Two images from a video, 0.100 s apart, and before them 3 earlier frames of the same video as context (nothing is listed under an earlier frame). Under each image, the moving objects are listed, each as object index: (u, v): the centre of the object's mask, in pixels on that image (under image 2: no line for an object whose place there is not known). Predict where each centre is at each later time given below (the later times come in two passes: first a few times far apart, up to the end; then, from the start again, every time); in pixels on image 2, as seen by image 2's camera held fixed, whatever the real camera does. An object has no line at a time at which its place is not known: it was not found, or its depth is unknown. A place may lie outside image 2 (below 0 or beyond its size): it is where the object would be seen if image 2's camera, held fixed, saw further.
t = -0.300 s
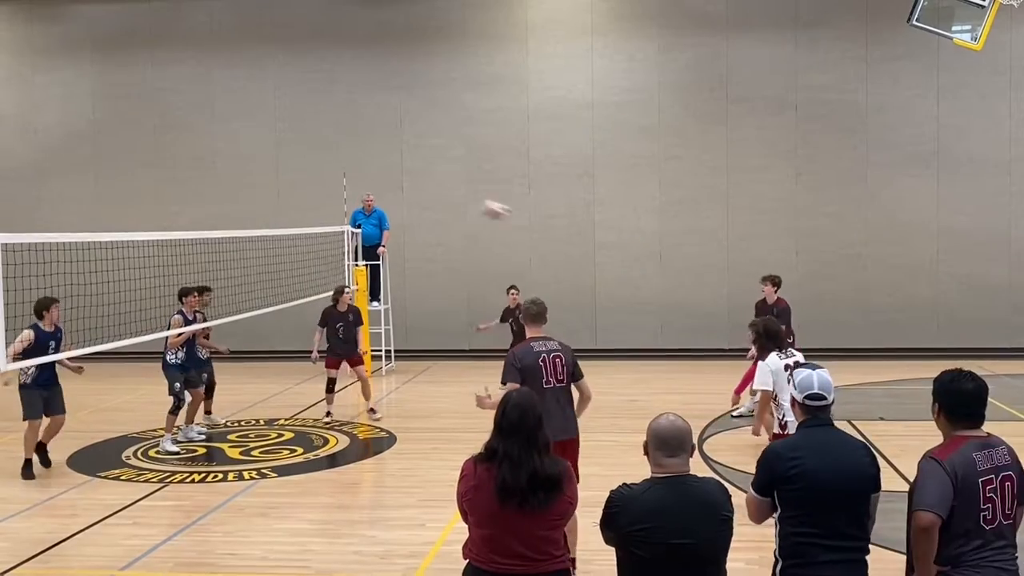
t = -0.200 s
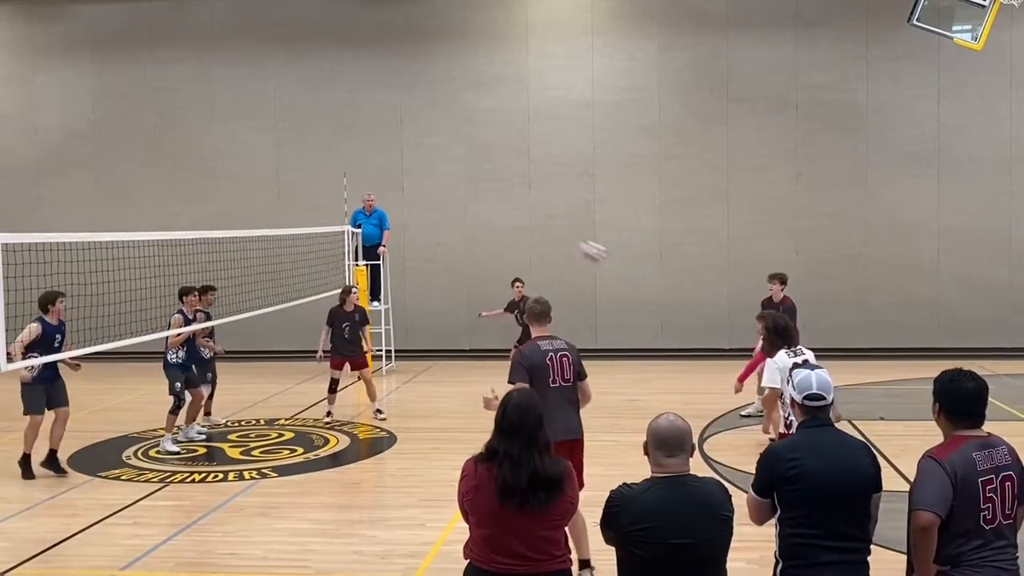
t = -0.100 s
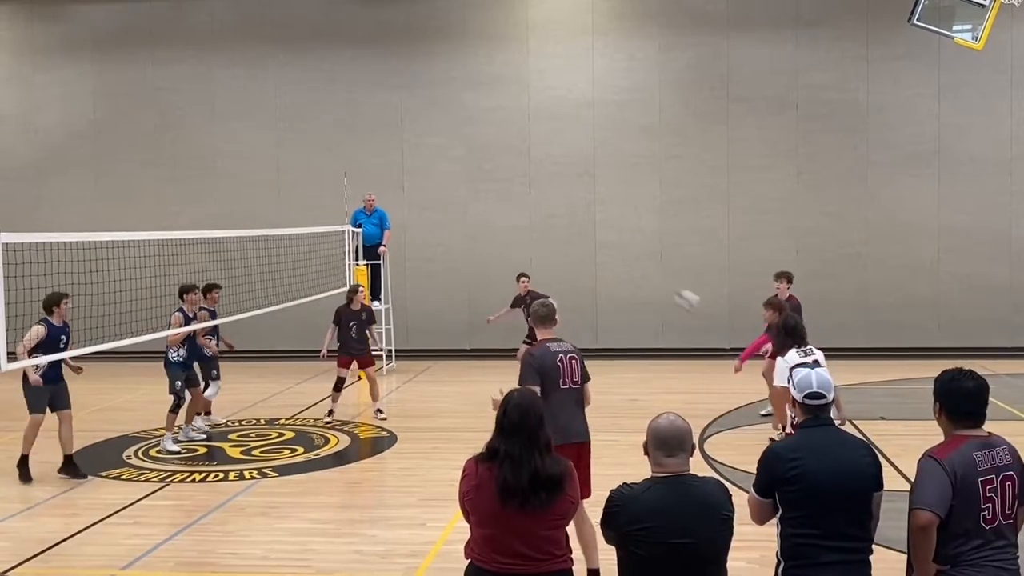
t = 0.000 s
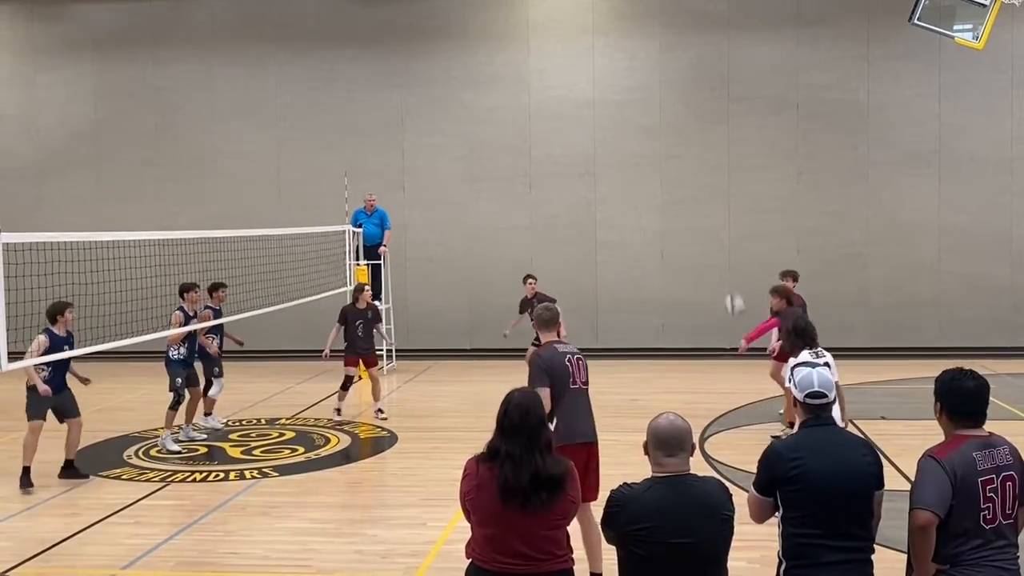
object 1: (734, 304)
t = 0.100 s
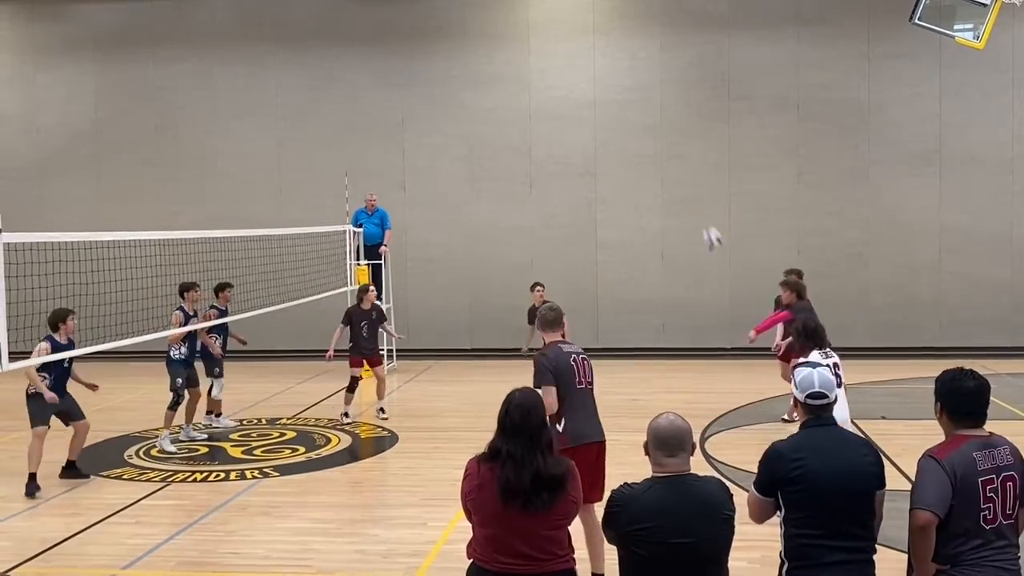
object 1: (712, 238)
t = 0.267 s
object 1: (673, 147)
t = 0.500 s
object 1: (621, 66)
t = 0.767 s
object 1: (566, 34)
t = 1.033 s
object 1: (511, 65)
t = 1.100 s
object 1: (498, 82)
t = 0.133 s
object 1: (704, 218)
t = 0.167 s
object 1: (696, 199)
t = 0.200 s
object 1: (688, 181)
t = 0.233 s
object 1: (681, 163)
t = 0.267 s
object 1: (673, 147)
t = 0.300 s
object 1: (665, 133)
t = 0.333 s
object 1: (657, 120)
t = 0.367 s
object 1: (650, 107)
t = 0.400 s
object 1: (643, 95)
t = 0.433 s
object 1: (637, 85)
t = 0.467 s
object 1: (629, 75)
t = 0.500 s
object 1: (621, 66)
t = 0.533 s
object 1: (615, 58)
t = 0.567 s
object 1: (607, 52)
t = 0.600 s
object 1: (600, 46)
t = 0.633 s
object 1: (593, 42)
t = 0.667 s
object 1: (587, 39)
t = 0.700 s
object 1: (579, 36)
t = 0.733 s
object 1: (572, 34)
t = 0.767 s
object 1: (566, 34)
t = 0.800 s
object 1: (559, 34)
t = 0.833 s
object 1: (551, 35)
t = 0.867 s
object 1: (544, 37)
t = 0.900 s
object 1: (539, 41)
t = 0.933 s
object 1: (532, 45)
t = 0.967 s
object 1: (525, 51)
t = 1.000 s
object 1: (518, 57)
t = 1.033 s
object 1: (511, 65)
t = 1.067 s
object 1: (505, 73)
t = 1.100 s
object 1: (498, 82)
